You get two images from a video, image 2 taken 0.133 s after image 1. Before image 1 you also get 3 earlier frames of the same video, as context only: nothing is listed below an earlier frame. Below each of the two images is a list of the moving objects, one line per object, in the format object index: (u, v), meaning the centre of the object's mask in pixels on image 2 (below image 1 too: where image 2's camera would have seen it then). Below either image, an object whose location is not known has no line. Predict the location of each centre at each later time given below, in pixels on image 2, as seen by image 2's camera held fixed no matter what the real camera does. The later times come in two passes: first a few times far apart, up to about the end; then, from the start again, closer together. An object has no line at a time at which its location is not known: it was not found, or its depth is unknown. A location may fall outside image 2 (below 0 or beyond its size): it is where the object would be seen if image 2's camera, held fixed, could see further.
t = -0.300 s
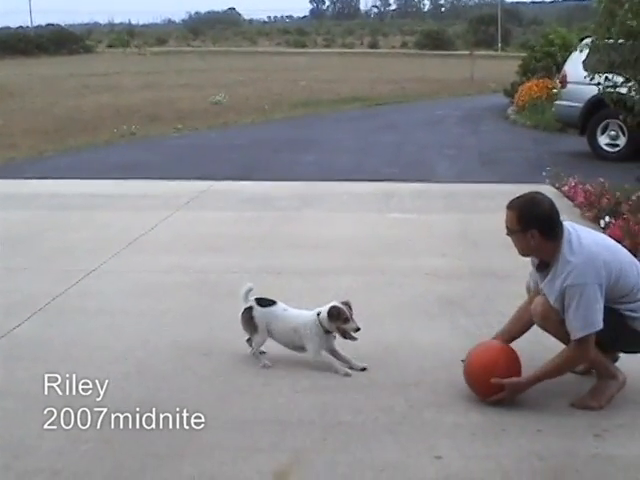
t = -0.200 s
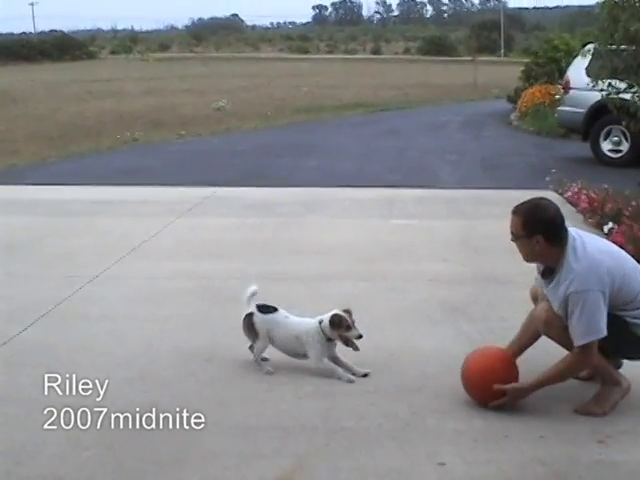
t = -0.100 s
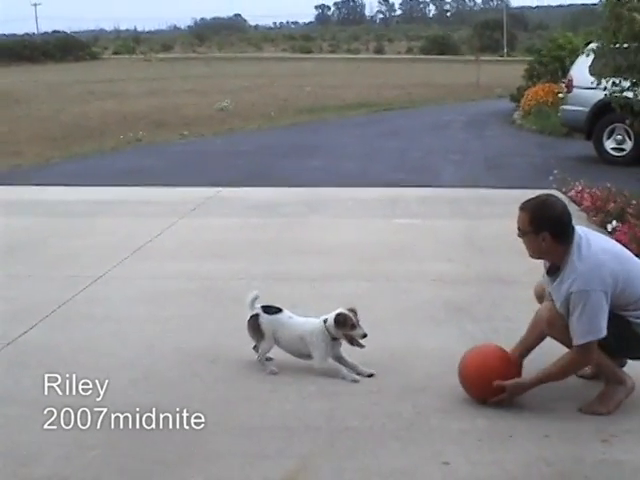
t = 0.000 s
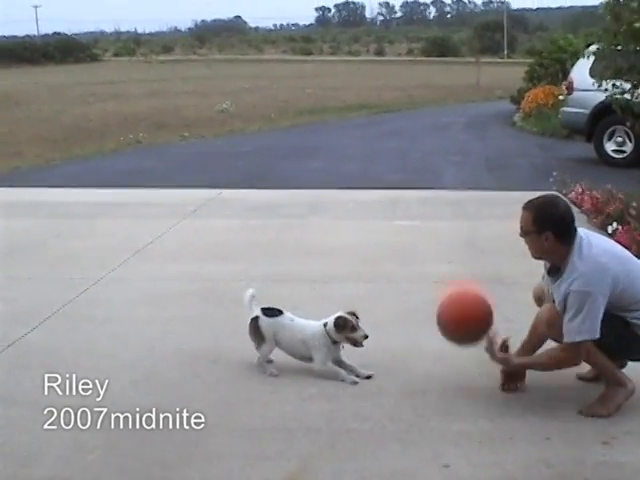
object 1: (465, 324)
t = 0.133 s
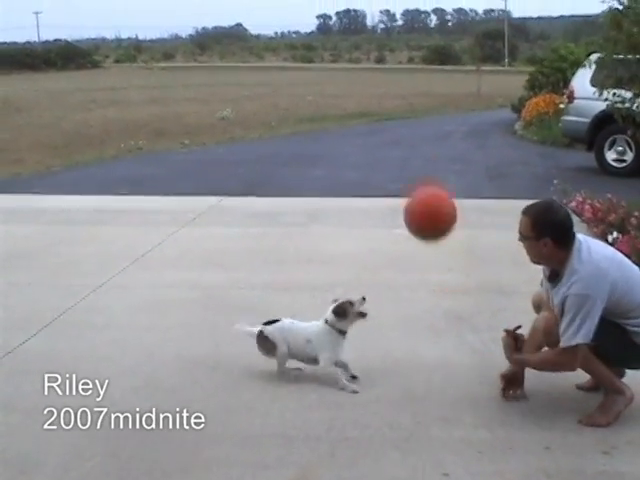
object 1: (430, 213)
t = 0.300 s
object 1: (389, 138)
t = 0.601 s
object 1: (329, 153)
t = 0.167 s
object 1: (421, 192)
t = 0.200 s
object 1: (413, 174)
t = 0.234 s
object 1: (405, 159)
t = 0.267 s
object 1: (397, 147)
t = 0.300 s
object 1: (389, 138)
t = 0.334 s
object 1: (381, 131)
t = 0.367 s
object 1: (373, 127)
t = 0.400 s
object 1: (367, 124)
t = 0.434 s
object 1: (360, 124)
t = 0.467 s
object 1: (354, 126)
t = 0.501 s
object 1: (347, 130)
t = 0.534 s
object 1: (341, 136)
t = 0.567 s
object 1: (334, 144)
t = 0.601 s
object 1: (329, 153)
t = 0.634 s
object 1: (323, 164)
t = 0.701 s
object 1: (311, 190)
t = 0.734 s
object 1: (306, 205)
